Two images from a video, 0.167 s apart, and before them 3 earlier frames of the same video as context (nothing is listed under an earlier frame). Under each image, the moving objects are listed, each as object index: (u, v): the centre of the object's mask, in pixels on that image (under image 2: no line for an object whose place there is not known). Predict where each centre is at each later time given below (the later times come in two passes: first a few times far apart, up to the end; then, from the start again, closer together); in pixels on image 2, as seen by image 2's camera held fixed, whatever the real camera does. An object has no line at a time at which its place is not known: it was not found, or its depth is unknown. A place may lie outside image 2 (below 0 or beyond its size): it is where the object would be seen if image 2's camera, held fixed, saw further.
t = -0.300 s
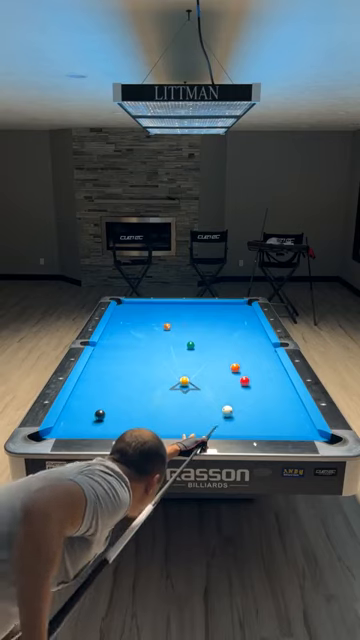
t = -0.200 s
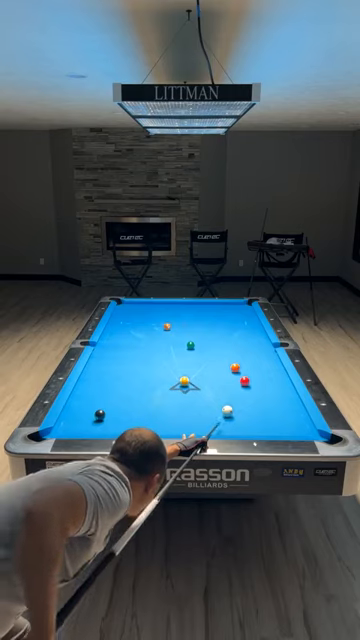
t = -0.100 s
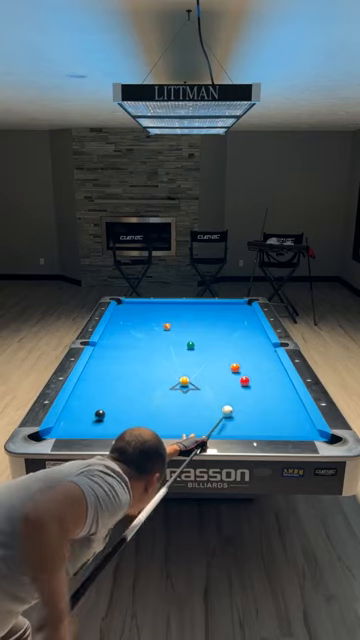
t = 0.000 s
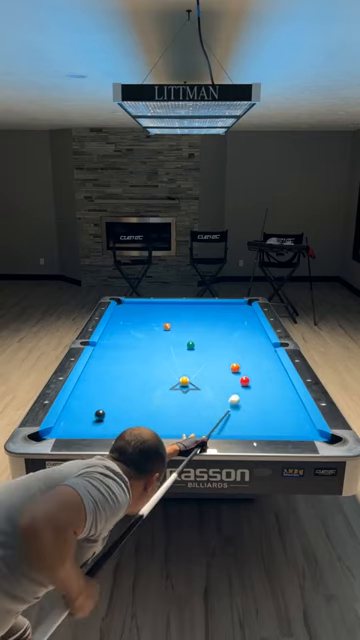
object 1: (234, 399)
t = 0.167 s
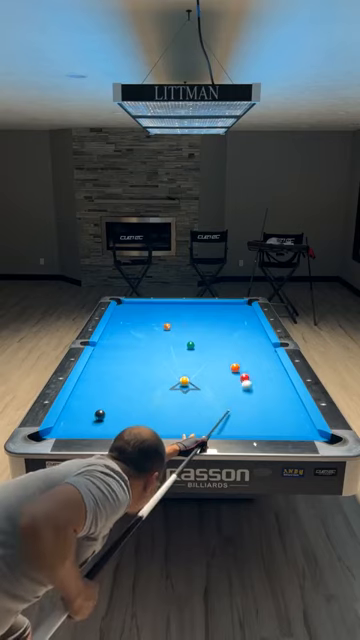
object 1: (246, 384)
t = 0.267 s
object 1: (252, 384)
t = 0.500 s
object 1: (264, 382)
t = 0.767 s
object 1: (277, 381)
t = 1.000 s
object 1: (285, 380)
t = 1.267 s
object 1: (278, 379)
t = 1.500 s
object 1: (273, 378)
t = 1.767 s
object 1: (268, 378)
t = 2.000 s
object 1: (264, 378)
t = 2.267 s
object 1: (261, 378)
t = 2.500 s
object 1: (260, 378)
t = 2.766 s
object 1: (258, 378)
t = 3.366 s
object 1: (256, 377)
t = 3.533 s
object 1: (258, 378)
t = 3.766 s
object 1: (258, 378)
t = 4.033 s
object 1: (258, 378)
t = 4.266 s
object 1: (258, 378)
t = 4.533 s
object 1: (258, 378)
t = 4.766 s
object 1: (258, 378)
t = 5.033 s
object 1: (258, 378)
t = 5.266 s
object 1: (258, 378)
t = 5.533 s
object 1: (258, 378)
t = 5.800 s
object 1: (258, 378)
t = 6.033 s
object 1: (258, 378)
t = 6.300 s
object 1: (258, 378)
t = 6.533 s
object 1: (258, 378)
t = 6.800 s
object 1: (258, 378)
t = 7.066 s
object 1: (258, 378)
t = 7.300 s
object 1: (258, 378)
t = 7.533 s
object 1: (258, 378)
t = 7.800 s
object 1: (258, 378)
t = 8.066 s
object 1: (258, 378)
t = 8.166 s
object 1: (258, 378)
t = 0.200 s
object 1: (248, 384)
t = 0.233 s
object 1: (250, 384)
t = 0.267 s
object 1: (252, 384)
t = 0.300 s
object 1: (254, 383)
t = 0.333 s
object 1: (255, 383)
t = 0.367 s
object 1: (257, 383)
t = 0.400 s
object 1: (259, 383)
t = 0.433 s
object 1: (261, 383)
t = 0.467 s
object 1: (262, 383)
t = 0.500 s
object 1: (264, 382)
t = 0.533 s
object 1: (266, 382)
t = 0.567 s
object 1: (267, 382)
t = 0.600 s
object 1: (269, 382)
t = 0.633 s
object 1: (270, 381)
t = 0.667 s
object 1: (272, 381)
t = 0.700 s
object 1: (274, 381)
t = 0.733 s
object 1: (276, 381)
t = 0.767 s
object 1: (277, 381)
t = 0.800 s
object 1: (279, 380)
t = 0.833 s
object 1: (280, 380)
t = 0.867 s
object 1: (282, 380)
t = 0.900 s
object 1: (283, 380)
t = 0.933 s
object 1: (285, 380)
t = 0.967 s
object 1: (285, 379)
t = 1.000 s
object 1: (285, 380)
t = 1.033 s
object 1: (284, 379)
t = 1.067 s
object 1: (283, 379)
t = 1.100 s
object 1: (282, 379)
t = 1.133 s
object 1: (282, 379)
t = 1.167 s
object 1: (281, 379)
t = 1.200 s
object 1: (280, 379)
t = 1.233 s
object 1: (279, 379)
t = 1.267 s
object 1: (278, 379)
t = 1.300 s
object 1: (277, 379)
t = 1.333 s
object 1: (276, 379)
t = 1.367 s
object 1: (276, 379)
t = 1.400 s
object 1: (275, 378)
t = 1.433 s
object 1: (274, 378)
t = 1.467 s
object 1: (273, 378)
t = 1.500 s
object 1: (273, 378)
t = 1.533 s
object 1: (272, 378)
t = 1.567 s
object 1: (271, 378)
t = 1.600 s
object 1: (271, 378)
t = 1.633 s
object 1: (270, 378)
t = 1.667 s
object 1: (269, 378)
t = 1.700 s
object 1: (269, 378)
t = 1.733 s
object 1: (268, 378)
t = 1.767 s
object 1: (268, 378)
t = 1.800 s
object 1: (267, 378)
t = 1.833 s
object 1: (267, 378)
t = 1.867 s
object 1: (266, 378)
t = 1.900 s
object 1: (266, 378)
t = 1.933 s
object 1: (265, 378)
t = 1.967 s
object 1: (265, 378)
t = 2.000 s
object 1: (264, 378)
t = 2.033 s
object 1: (264, 378)
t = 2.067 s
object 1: (264, 378)
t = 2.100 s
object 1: (264, 378)
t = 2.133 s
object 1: (263, 378)
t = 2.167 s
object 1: (263, 378)
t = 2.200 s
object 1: (262, 378)
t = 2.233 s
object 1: (261, 378)
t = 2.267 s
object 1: (261, 378)
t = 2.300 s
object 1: (261, 377)
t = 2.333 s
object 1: (261, 378)
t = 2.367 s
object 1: (261, 378)
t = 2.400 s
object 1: (260, 378)
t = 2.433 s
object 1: (260, 378)
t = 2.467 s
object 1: (260, 378)
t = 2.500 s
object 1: (260, 378)
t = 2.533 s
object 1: (259, 378)
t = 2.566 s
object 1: (260, 378)
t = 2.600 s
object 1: (259, 378)
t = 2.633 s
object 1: (259, 378)
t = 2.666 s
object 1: (259, 378)
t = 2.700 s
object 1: (259, 378)
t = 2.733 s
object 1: (258, 378)
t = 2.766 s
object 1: (258, 378)
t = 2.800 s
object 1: (259, 377)
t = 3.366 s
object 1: (256, 377)
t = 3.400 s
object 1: (258, 378)
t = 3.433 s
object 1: (258, 378)
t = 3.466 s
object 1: (258, 378)
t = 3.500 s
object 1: (258, 378)
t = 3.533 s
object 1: (258, 378)
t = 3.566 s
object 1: (258, 378)
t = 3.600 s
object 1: (258, 378)
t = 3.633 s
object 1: (258, 378)
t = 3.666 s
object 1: (258, 378)
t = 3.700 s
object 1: (258, 378)
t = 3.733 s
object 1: (258, 378)
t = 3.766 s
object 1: (258, 378)
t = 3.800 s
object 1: (258, 378)
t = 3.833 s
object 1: (258, 378)
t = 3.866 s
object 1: (258, 378)
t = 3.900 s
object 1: (258, 378)
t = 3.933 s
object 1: (258, 378)
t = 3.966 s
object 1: (258, 378)
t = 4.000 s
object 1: (258, 378)
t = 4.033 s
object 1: (258, 378)
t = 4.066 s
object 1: (258, 378)
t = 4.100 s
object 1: (258, 378)
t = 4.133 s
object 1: (258, 378)
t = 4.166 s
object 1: (258, 378)
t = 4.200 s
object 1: (258, 378)
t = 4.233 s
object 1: (258, 378)
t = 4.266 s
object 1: (258, 378)
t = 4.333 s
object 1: (258, 378)
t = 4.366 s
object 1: (258, 378)
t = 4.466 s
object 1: (258, 378)
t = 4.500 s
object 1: (258, 378)
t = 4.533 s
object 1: (258, 378)
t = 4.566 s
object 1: (258, 378)
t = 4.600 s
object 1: (258, 378)
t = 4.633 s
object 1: (258, 378)
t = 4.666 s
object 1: (258, 378)
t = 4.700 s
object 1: (258, 378)
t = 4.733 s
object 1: (258, 378)
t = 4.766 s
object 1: (258, 378)
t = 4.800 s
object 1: (258, 378)
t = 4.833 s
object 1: (258, 378)
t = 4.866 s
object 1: (258, 378)
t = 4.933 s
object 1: (258, 378)
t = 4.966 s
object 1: (258, 378)
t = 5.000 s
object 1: (258, 378)
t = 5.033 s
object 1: (258, 378)
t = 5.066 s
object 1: (258, 378)
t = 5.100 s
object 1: (258, 378)
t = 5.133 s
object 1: (258, 378)
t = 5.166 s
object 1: (258, 378)
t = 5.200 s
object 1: (258, 378)
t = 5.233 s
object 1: (258, 378)
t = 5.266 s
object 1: (258, 378)
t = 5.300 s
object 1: (258, 378)
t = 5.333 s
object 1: (258, 378)
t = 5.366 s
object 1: (258, 378)
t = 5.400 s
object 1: (258, 378)
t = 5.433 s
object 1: (258, 378)
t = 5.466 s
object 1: (258, 378)
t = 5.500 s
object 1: (258, 378)
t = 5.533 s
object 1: (258, 378)
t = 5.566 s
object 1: (258, 378)
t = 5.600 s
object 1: (258, 378)
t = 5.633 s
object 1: (258, 378)
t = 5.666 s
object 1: (258, 378)
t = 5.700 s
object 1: (258, 378)
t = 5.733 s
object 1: (258, 378)
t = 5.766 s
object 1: (258, 378)
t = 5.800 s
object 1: (258, 378)
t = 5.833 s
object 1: (258, 378)
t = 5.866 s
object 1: (258, 378)
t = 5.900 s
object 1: (258, 378)
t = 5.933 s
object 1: (258, 378)
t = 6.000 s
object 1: (258, 378)
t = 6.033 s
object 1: (258, 378)
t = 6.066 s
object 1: (258, 378)
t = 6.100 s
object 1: (258, 378)
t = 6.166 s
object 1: (258, 378)
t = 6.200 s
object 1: (258, 378)
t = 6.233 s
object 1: (258, 378)
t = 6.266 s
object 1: (258, 378)
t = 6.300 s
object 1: (258, 378)
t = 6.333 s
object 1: (258, 378)
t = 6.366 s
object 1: (258, 378)
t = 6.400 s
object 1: (258, 378)
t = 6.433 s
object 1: (258, 378)
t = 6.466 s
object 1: (258, 378)
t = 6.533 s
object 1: (258, 378)
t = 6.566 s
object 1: (258, 378)
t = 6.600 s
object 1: (258, 378)
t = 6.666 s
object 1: (258, 378)
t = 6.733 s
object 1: (258, 378)
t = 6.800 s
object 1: (258, 378)
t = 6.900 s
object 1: (258, 378)
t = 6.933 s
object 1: (258, 378)
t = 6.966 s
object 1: (258, 378)
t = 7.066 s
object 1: (258, 378)
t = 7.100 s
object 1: (258, 378)
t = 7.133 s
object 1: (258, 378)
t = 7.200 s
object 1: (258, 378)
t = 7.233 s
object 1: (258, 378)
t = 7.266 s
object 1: (258, 378)
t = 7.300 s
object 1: (258, 378)
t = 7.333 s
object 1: (258, 378)
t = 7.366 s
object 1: (258, 378)
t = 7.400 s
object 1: (258, 378)
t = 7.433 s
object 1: (258, 378)
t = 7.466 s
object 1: (258, 378)
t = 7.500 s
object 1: (258, 378)
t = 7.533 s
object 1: (258, 378)
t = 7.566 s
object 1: (258, 378)
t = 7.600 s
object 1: (258, 378)
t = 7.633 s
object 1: (258, 378)
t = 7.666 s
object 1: (258, 378)
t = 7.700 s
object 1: (258, 378)
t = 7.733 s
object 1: (258, 378)
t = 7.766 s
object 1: (258, 378)
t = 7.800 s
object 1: (258, 378)
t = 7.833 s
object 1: (258, 378)
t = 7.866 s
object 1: (258, 378)
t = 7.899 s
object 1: (258, 378)
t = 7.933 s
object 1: (258, 378)
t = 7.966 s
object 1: (258, 378)
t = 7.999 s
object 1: (258, 378)
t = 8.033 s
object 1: (258, 378)
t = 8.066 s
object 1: (258, 378)
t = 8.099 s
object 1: (258, 378)
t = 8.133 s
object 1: (258, 378)
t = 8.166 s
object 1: (258, 378)
